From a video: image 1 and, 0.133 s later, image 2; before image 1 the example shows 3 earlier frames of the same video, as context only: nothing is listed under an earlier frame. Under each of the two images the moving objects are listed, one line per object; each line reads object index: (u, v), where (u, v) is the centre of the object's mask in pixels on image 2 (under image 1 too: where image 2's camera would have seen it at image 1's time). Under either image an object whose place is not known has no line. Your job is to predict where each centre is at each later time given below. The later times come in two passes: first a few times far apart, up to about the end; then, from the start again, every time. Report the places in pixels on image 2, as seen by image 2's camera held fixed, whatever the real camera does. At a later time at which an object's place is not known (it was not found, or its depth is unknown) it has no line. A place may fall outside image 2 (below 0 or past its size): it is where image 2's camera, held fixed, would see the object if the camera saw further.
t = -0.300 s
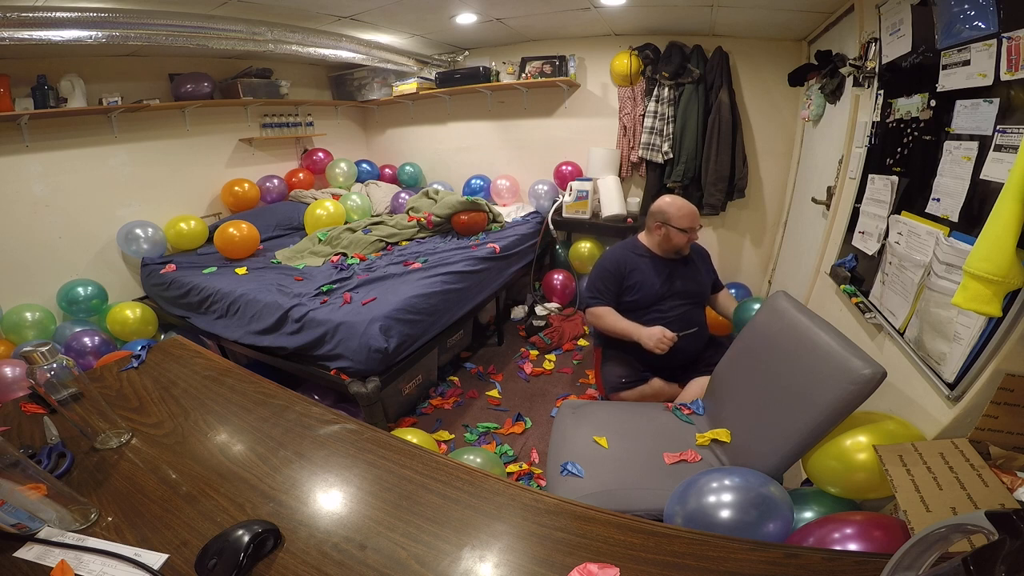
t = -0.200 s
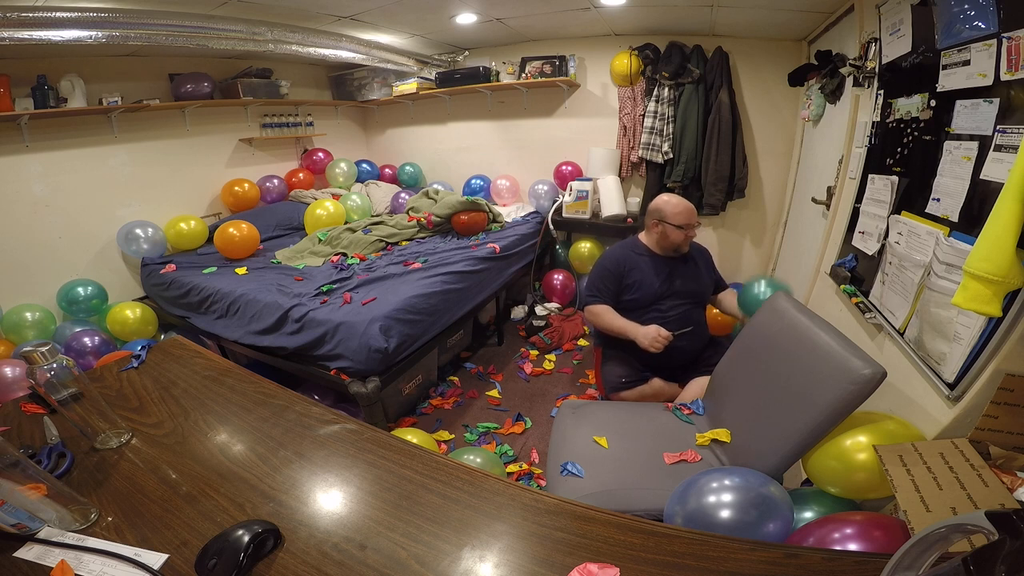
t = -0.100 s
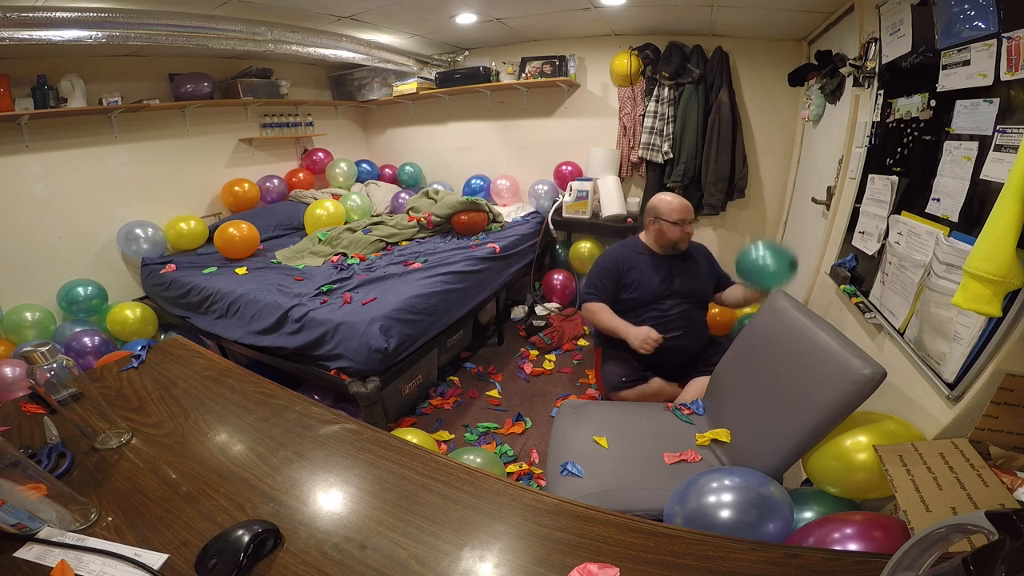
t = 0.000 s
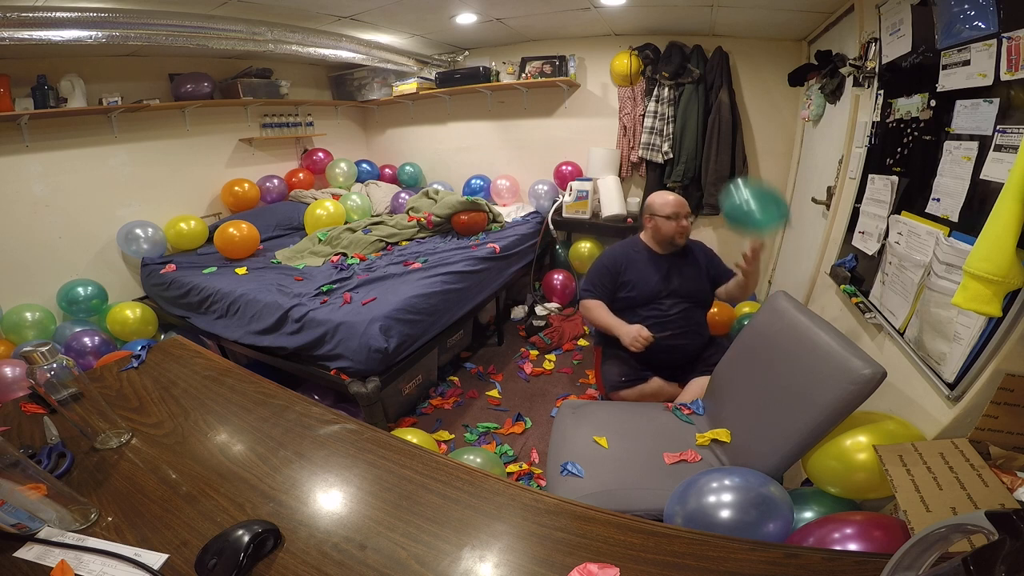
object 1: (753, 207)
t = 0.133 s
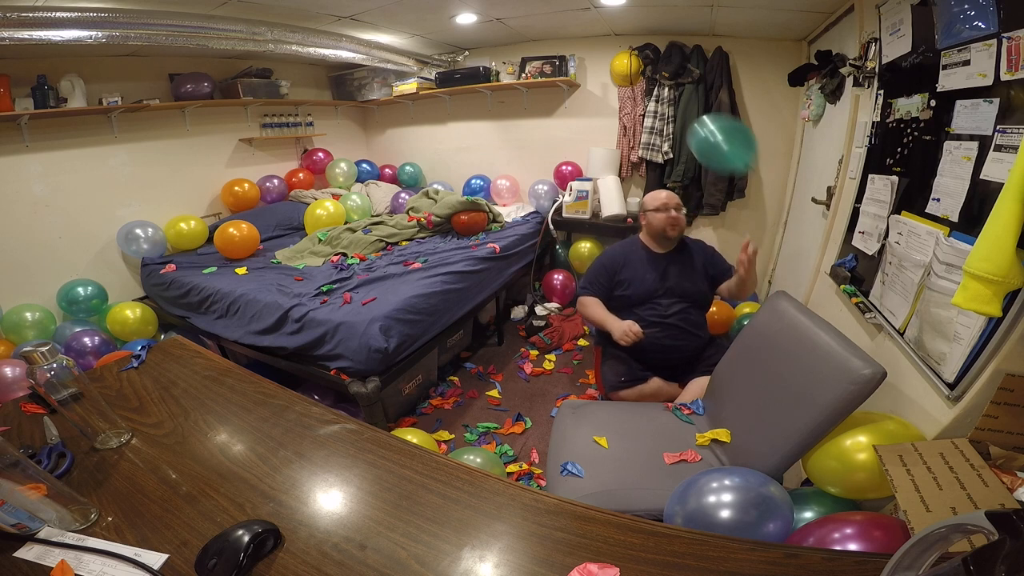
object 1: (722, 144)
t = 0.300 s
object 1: (684, 105)
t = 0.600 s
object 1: (636, 103)
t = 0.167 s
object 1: (714, 133)
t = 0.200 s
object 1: (707, 123)
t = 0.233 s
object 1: (699, 115)
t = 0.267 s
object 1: (691, 109)
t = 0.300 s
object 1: (684, 105)
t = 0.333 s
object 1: (677, 101)
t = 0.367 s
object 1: (671, 99)
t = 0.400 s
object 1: (665, 97)
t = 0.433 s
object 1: (659, 96)
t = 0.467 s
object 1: (654, 97)
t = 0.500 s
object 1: (649, 97)
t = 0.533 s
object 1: (644, 98)
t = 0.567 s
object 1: (640, 100)
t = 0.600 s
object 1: (636, 103)
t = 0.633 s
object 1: (631, 106)
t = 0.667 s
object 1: (627, 110)
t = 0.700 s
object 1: (623, 114)
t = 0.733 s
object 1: (619, 118)
